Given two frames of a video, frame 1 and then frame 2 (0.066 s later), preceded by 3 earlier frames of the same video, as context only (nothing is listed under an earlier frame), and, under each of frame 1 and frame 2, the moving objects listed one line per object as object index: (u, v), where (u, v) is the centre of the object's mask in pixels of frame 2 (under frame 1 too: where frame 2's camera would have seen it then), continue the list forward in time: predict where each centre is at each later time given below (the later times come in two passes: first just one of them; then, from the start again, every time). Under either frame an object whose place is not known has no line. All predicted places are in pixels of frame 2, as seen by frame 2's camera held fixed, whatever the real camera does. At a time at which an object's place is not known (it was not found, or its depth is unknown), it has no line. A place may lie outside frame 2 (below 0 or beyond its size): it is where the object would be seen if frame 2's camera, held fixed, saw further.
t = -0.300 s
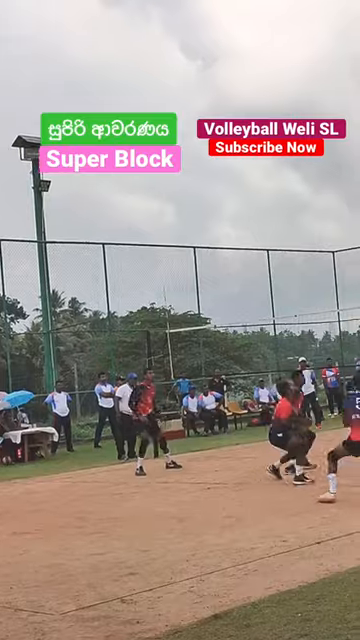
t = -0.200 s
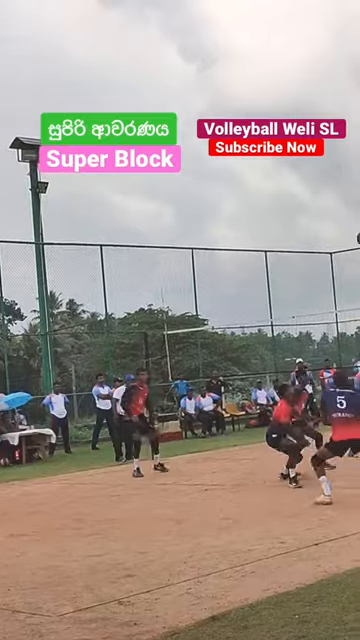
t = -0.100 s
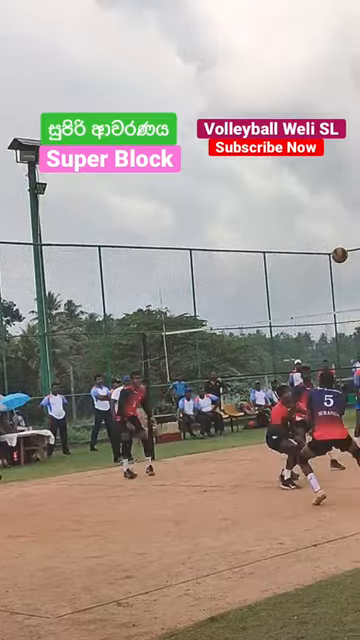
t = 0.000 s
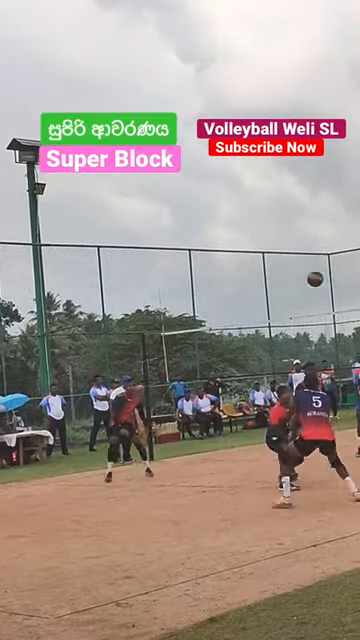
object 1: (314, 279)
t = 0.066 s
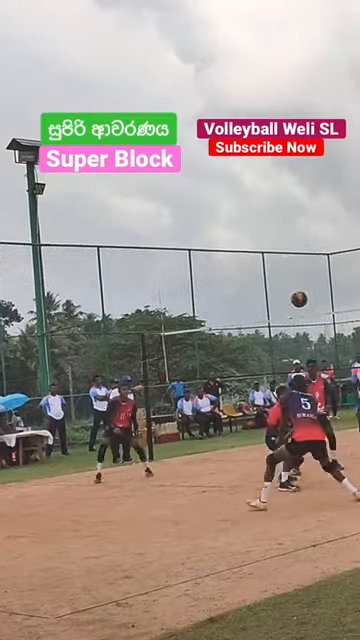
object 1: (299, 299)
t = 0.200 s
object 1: (267, 350)
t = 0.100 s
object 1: (291, 311)
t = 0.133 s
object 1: (283, 323)
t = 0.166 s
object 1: (276, 336)
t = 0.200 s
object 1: (267, 350)
